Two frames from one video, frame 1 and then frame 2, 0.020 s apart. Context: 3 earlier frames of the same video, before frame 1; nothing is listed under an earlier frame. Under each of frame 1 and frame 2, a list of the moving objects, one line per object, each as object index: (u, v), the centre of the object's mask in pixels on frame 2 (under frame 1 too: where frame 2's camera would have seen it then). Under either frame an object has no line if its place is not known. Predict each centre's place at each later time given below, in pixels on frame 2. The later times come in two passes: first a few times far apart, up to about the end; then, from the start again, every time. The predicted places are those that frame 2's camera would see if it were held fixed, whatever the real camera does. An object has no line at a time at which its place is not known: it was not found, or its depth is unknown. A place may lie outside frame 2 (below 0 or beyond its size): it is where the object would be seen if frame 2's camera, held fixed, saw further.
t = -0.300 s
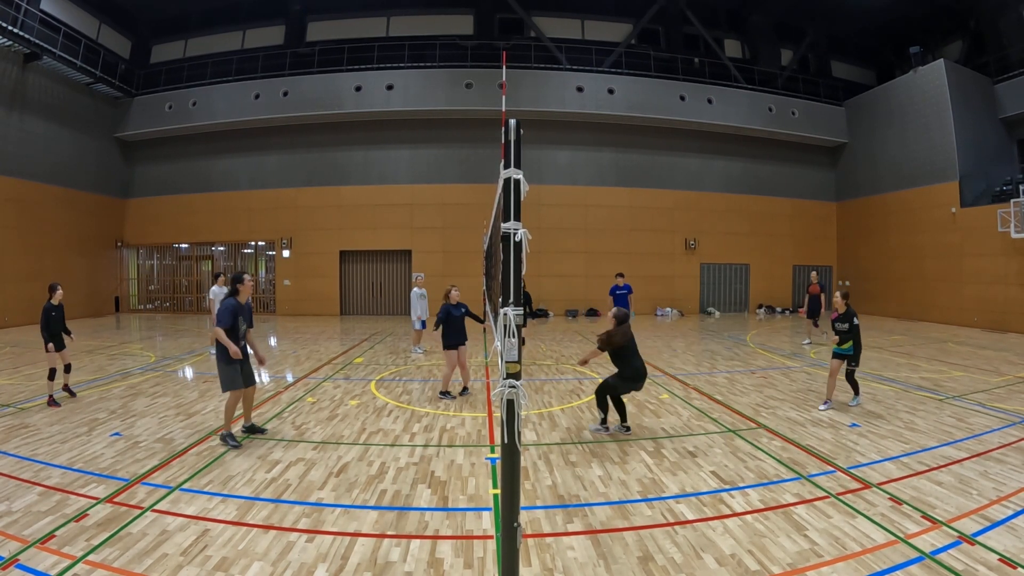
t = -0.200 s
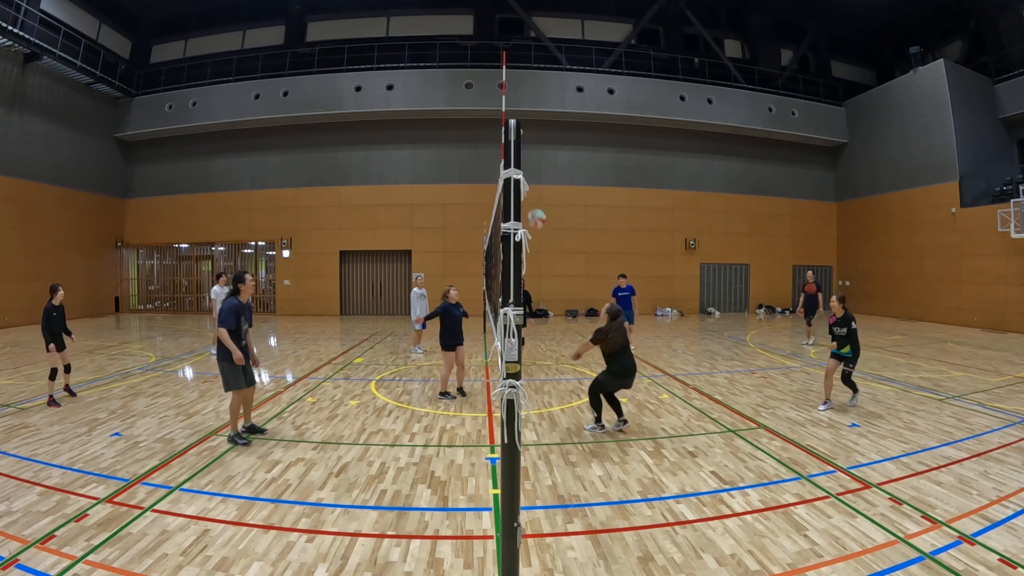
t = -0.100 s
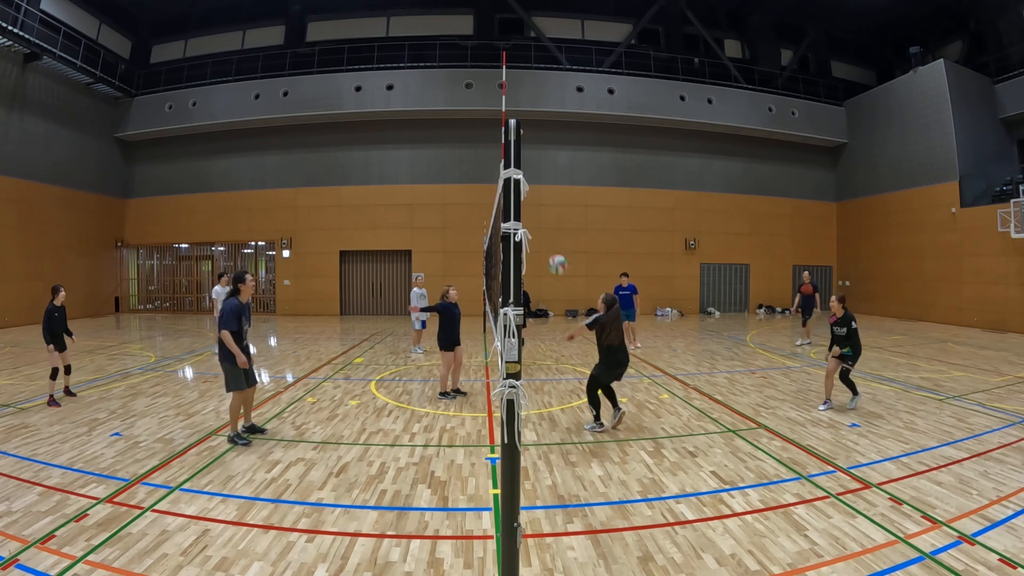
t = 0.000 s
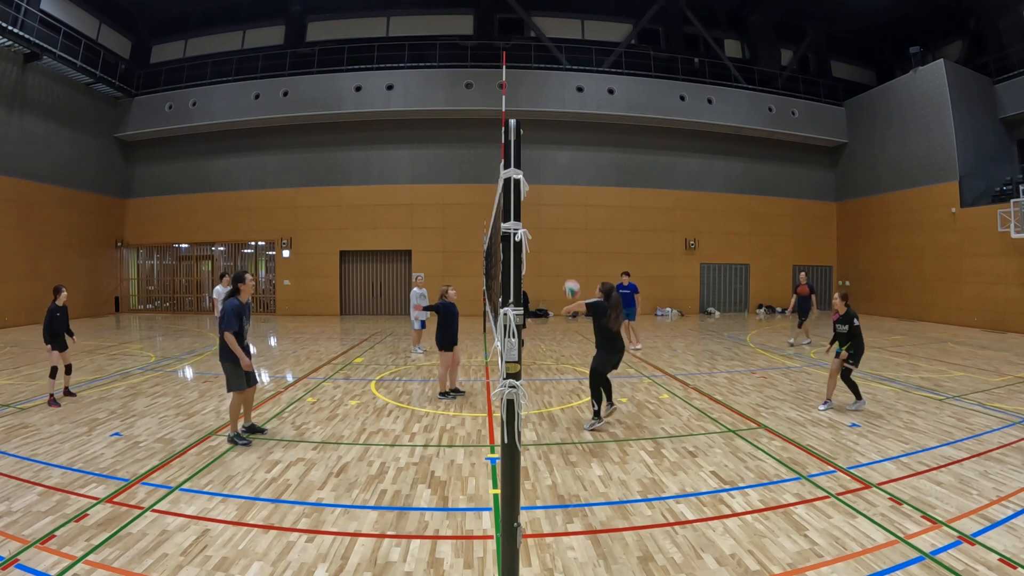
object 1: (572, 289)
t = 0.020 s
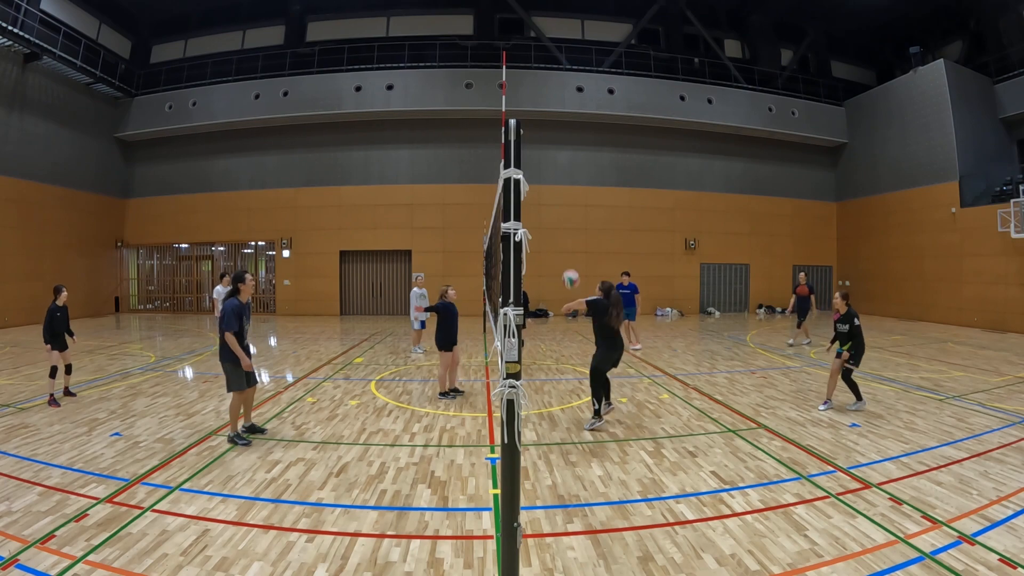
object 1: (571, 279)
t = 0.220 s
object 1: (563, 201)
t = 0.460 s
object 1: (554, 163)
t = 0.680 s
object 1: (548, 165)
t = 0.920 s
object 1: (543, 200)
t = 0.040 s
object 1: (570, 269)
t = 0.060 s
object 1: (569, 260)
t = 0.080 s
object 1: (569, 251)
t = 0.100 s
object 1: (568, 242)
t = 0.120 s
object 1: (567, 234)
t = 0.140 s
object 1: (566, 227)
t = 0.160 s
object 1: (565, 220)
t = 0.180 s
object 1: (564, 213)
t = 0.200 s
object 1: (564, 207)
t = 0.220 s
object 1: (563, 201)
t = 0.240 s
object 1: (562, 196)
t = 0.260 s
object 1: (561, 191)
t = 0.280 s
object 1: (560, 187)
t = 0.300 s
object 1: (560, 183)
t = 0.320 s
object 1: (559, 179)
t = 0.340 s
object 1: (558, 176)
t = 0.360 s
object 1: (558, 172)
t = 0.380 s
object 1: (557, 170)
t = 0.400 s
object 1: (556, 168)
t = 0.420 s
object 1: (555, 166)
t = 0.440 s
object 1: (555, 165)
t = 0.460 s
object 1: (554, 163)
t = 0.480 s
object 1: (554, 162)
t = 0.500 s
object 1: (553, 161)
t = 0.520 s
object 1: (552, 160)
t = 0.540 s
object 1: (552, 160)
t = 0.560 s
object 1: (551, 160)
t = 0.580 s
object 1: (551, 160)
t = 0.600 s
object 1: (550, 161)
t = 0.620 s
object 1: (550, 161)
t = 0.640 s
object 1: (549, 162)
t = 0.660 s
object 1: (549, 163)
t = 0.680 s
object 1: (548, 165)
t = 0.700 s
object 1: (548, 167)
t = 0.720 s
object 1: (547, 169)
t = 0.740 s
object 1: (547, 171)
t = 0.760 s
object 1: (546, 173)
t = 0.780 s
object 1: (546, 176)
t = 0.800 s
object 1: (545, 179)
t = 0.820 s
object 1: (545, 182)
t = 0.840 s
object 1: (545, 185)
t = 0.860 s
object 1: (544, 188)
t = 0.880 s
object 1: (544, 192)
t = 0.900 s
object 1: (544, 196)
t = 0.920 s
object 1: (543, 200)
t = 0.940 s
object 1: (543, 204)
